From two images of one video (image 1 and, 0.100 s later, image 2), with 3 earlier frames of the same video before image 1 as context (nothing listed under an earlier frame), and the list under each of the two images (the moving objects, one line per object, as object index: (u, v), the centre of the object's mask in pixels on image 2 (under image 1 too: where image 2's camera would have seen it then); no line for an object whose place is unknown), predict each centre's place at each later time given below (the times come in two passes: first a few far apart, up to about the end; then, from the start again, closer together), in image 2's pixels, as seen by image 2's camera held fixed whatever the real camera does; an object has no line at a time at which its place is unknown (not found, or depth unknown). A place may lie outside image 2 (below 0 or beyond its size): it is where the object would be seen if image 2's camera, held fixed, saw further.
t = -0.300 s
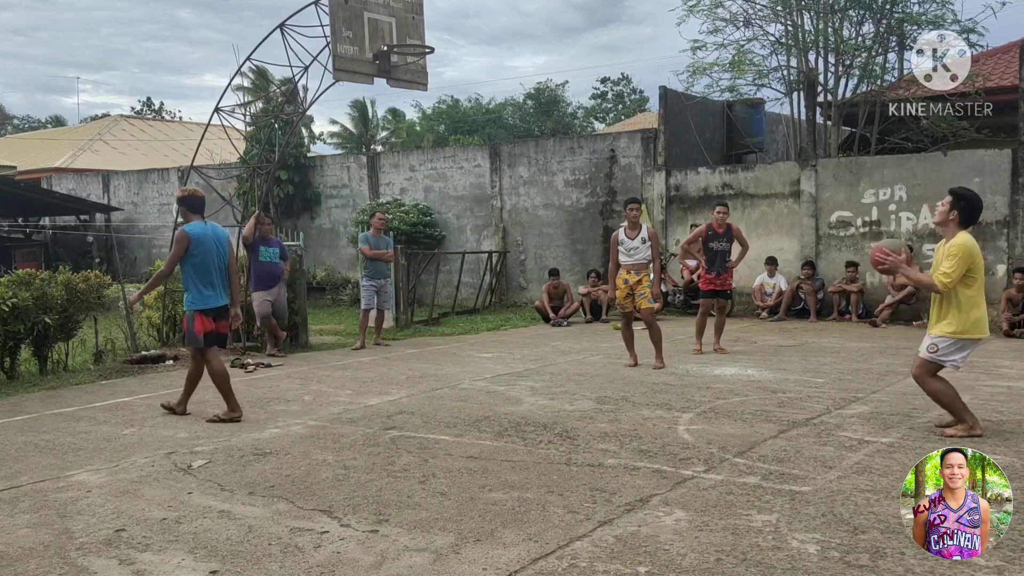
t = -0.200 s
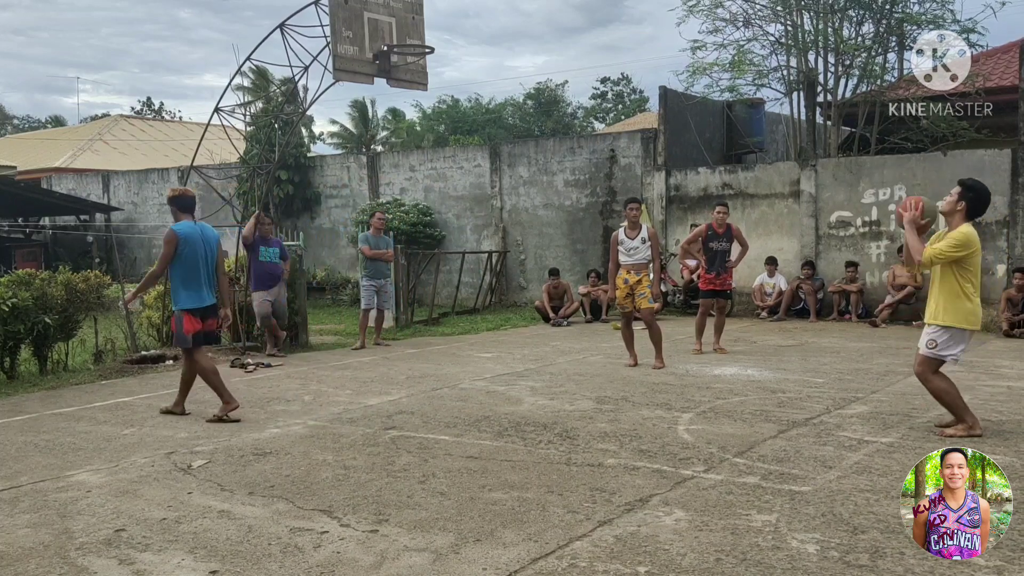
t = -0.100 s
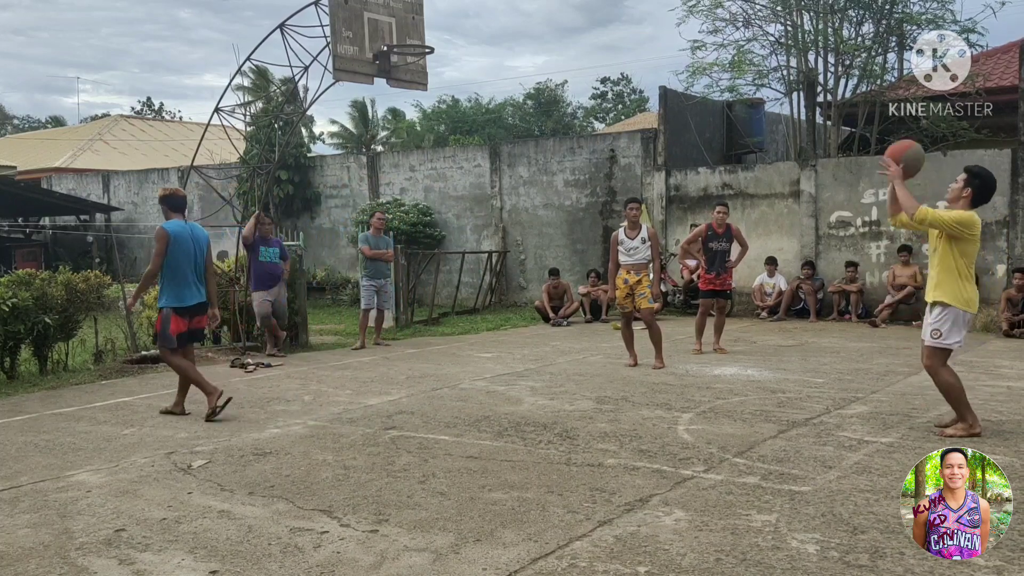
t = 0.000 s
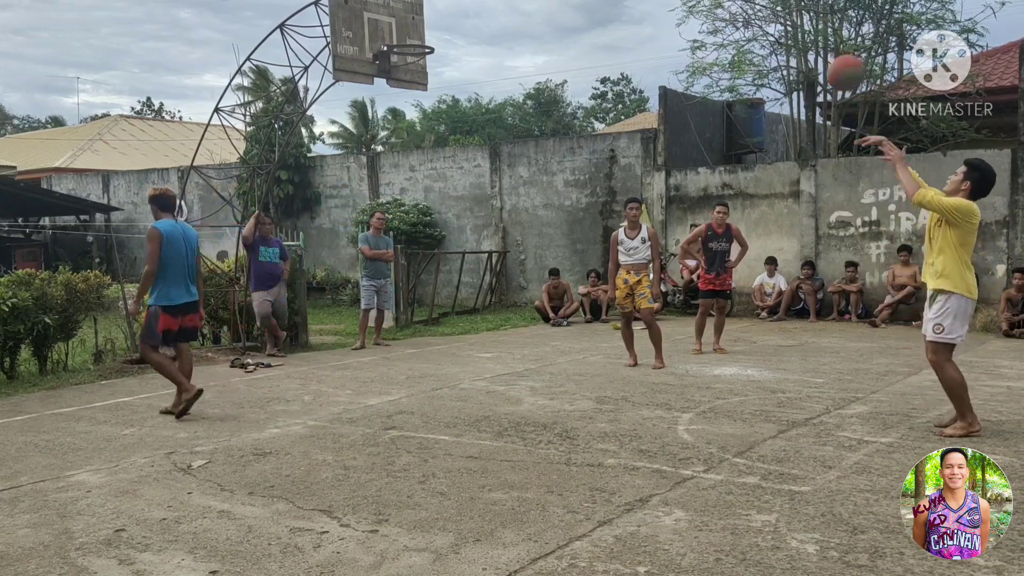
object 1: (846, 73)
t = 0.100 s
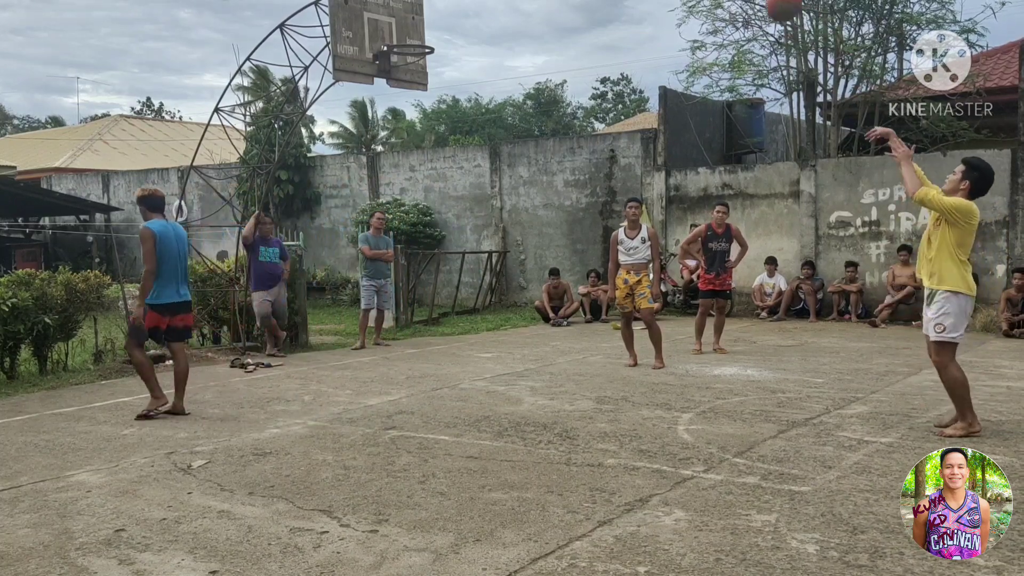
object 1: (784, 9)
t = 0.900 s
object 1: (408, 5)
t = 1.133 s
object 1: (372, 32)
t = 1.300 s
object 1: (386, 54)
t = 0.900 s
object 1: (408, 5)
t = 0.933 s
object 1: (398, 12)
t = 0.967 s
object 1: (386, 29)
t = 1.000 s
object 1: (376, 39)
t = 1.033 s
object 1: (364, 40)
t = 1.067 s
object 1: (367, 36)
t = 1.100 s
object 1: (370, 33)
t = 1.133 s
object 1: (372, 32)
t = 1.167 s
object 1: (374, 33)
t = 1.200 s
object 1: (376, 34)
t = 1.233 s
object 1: (379, 36)
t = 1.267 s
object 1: (384, 45)
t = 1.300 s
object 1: (386, 54)
